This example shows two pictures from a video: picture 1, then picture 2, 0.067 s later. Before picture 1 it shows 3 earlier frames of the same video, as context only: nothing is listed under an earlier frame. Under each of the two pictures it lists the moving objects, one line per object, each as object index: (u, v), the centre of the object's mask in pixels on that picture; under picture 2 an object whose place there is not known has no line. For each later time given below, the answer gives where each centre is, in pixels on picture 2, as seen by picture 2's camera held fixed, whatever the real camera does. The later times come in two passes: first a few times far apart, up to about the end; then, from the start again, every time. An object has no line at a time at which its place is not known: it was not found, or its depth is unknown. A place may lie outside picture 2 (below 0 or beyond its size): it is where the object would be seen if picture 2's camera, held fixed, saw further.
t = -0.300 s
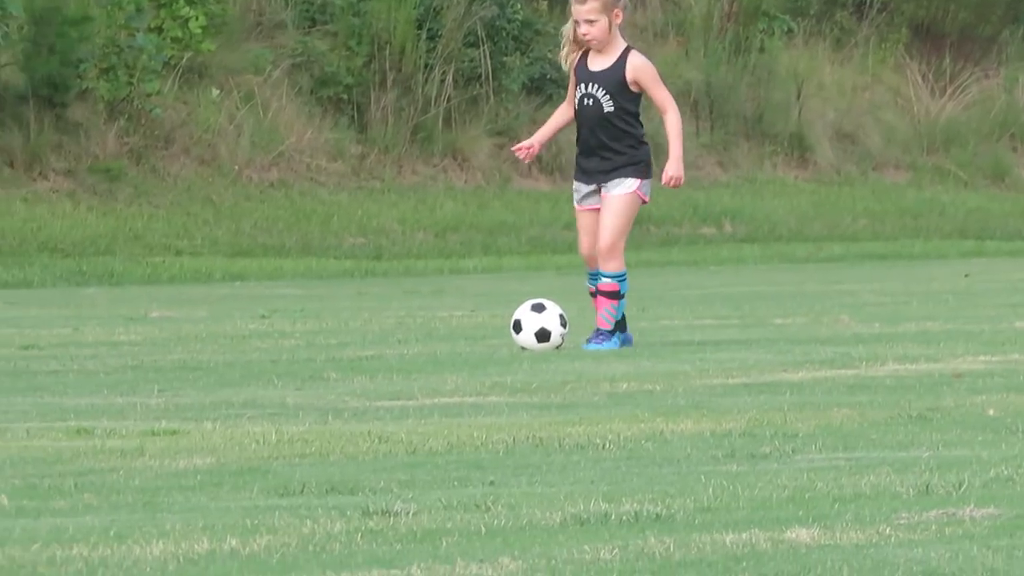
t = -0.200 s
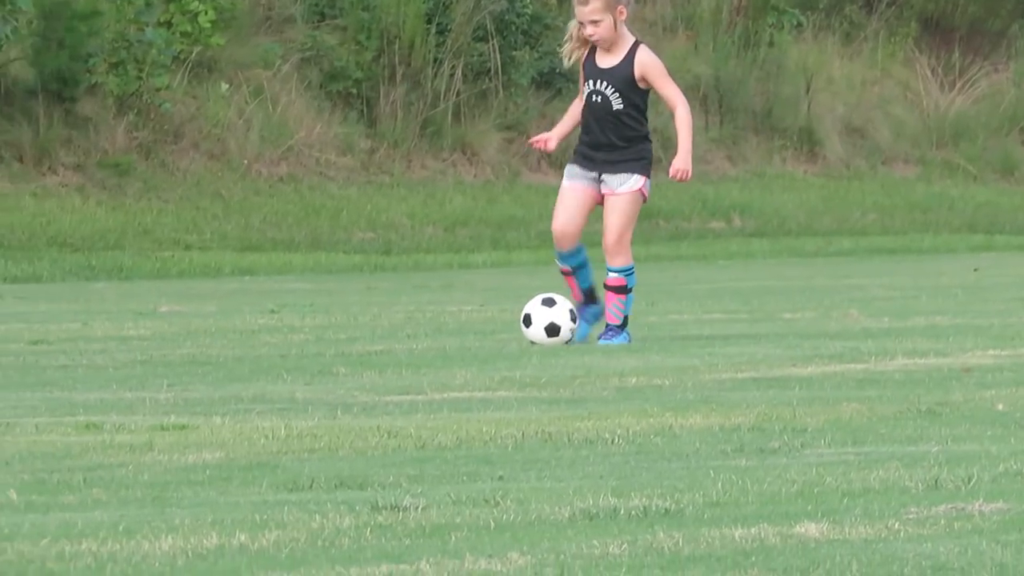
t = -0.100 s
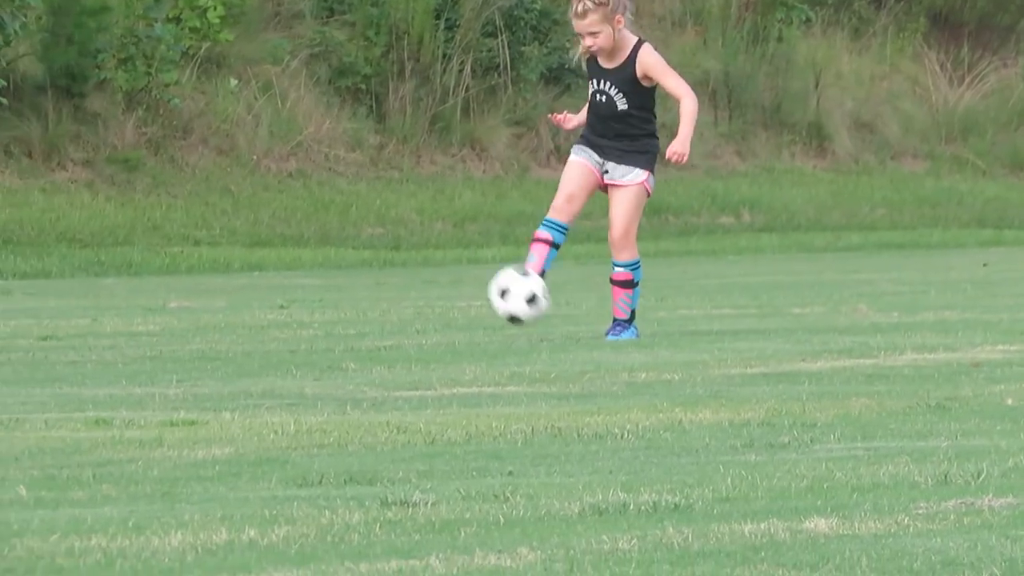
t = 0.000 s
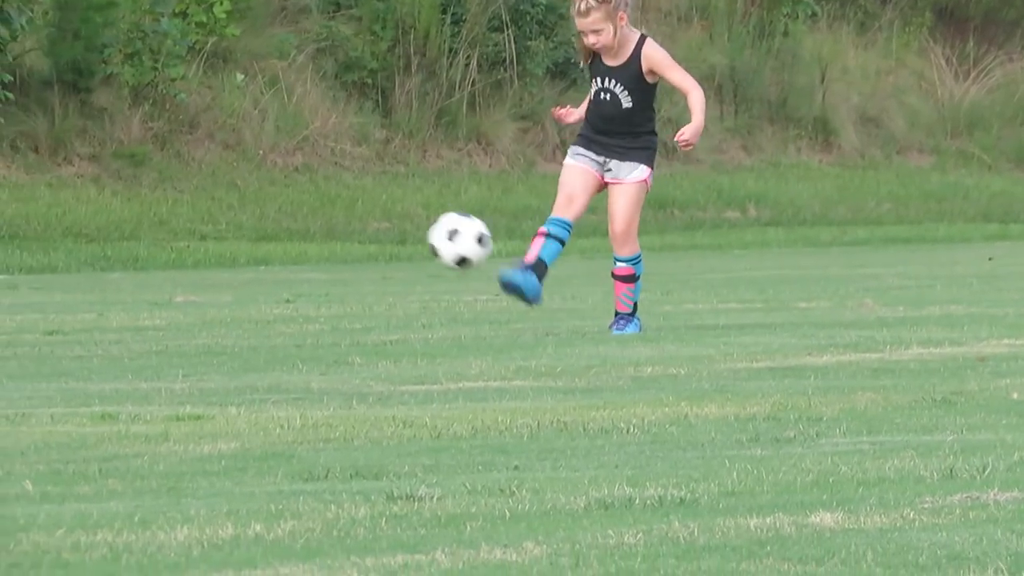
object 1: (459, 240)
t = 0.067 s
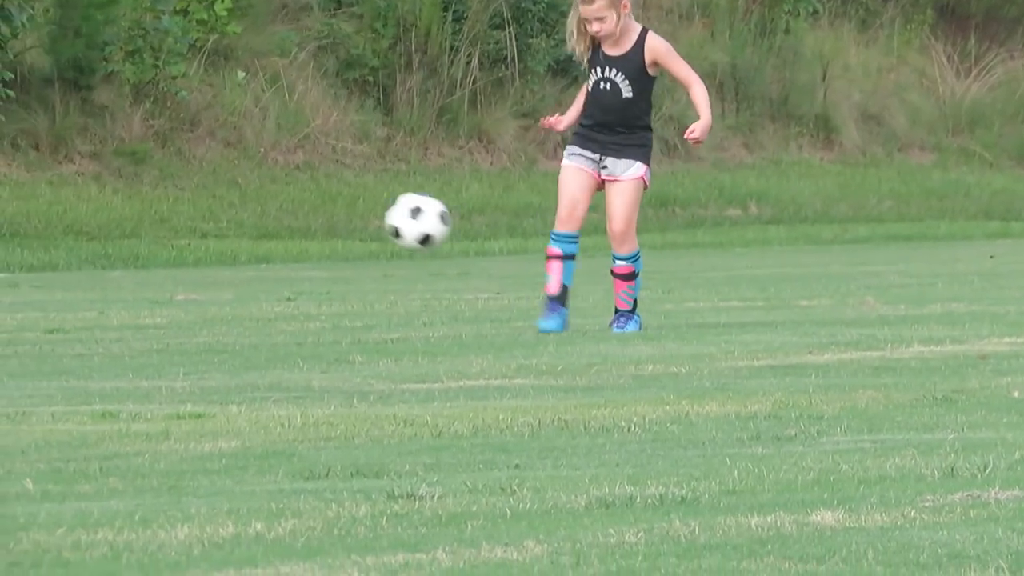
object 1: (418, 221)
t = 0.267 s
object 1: (284, 249)
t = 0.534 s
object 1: (144, 293)
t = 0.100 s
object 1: (395, 218)
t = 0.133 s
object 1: (373, 217)
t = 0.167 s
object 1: (351, 220)
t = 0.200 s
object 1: (328, 226)
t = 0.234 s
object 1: (307, 236)
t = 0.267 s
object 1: (284, 249)
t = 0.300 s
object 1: (261, 267)
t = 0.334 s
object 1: (239, 288)
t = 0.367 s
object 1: (216, 313)
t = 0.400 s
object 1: (195, 327)
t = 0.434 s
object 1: (182, 316)
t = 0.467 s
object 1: (169, 305)
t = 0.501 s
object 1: (156, 298)
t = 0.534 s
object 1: (144, 293)
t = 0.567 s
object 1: (132, 290)
